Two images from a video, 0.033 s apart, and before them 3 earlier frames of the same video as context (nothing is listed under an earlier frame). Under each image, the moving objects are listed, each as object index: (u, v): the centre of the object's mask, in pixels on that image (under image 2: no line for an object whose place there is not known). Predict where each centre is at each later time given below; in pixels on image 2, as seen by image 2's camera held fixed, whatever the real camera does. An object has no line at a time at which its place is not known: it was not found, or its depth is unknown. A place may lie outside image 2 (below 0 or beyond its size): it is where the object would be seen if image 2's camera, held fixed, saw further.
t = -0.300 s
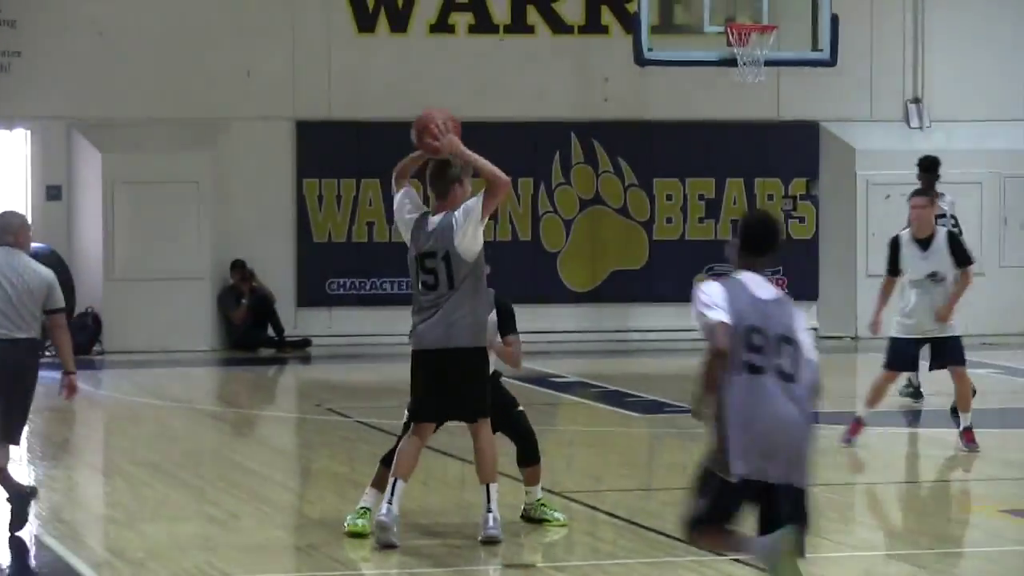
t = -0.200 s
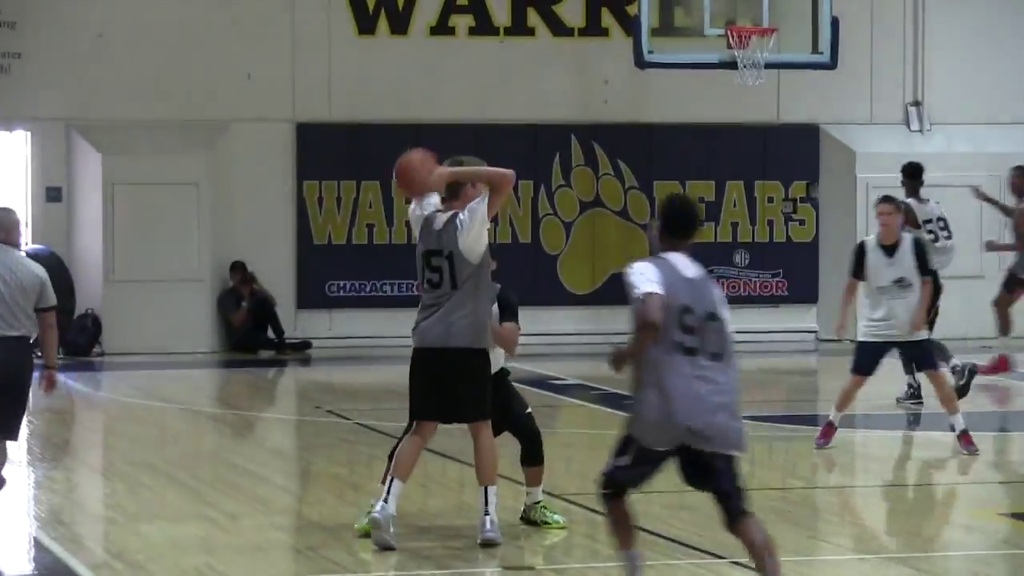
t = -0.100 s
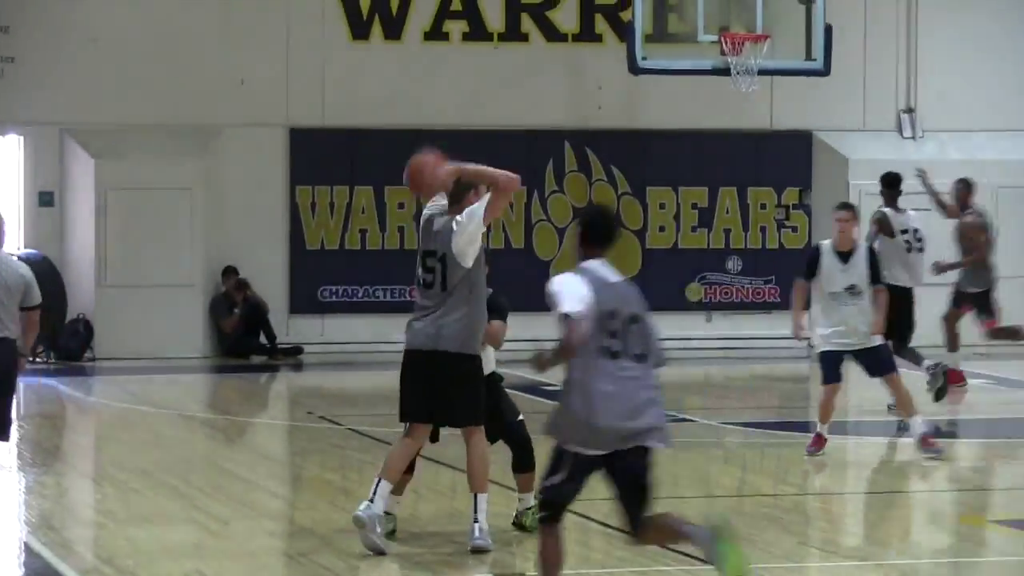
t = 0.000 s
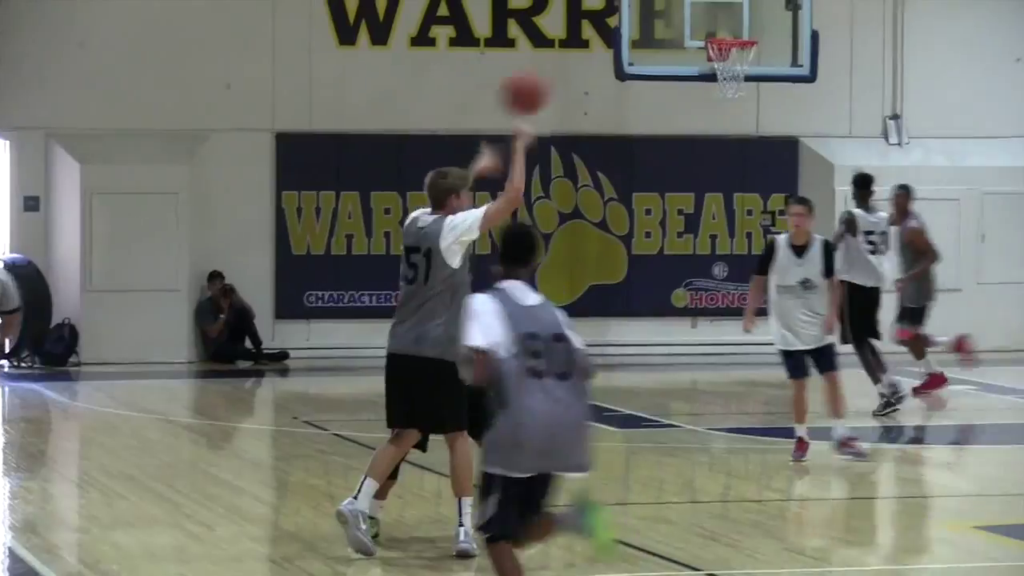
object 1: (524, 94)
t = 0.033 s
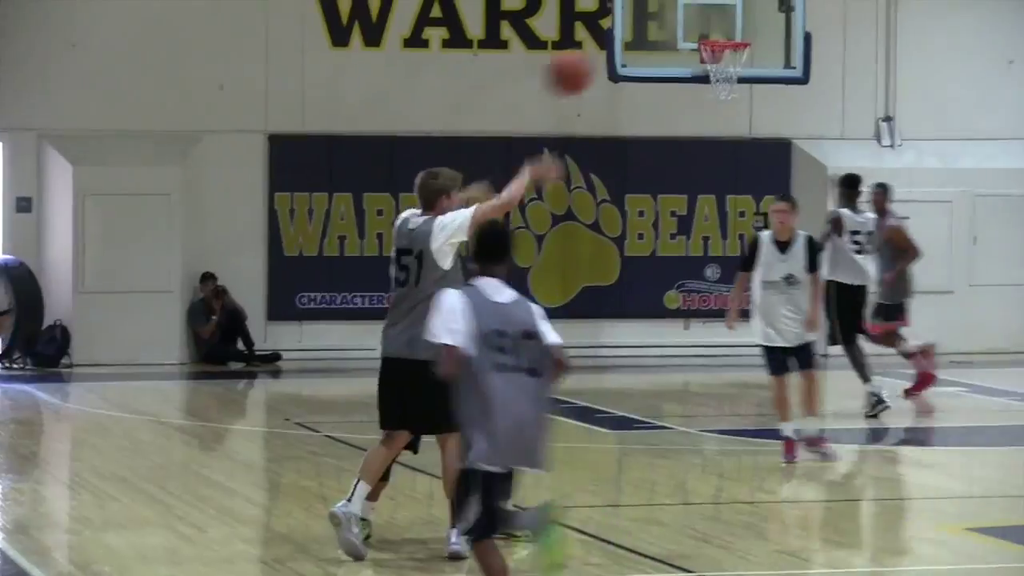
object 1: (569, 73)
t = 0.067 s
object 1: (622, 54)
